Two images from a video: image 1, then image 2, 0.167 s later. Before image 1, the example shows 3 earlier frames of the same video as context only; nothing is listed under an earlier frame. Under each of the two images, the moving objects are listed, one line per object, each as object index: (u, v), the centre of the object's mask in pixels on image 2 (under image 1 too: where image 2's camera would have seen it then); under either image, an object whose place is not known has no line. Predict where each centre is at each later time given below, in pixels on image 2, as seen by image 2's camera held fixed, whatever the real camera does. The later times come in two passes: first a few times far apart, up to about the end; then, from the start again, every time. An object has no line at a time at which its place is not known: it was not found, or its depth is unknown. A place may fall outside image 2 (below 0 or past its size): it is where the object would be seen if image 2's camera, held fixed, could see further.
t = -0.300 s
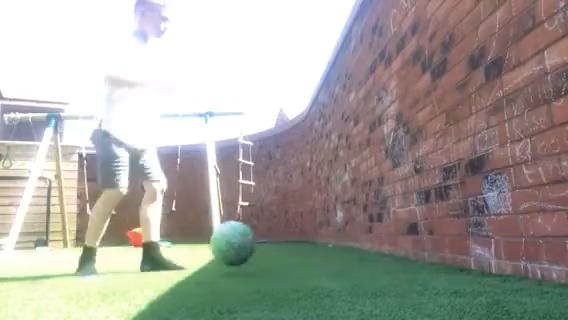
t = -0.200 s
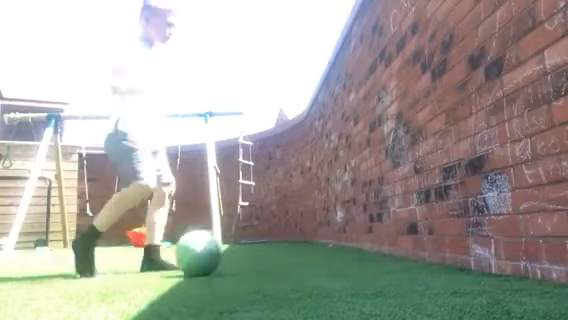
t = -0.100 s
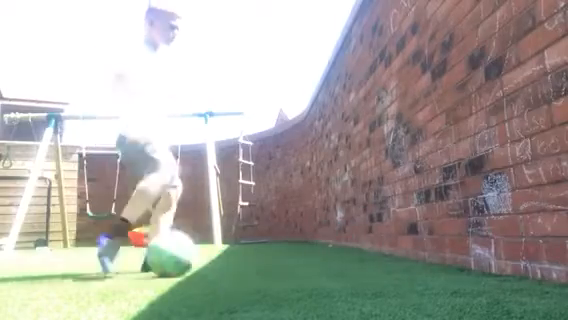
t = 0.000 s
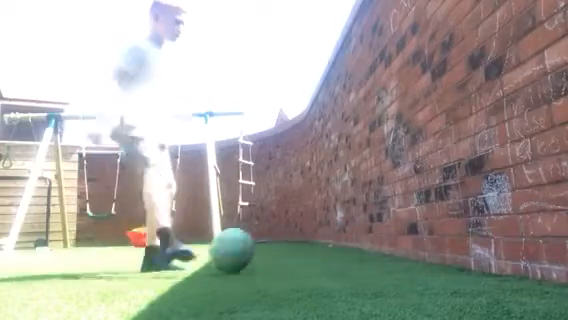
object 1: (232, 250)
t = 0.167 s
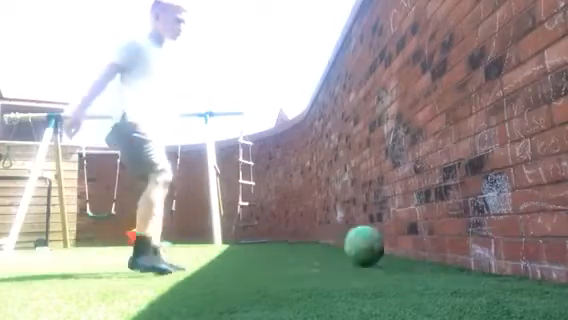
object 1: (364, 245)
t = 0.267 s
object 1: (399, 237)
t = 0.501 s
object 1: (300, 248)
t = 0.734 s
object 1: (250, 250)
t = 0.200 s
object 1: (386, 247)
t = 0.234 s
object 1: (404, 244)
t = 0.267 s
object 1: (399, 237)
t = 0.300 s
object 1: (384, 232)
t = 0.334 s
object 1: (370, 229)
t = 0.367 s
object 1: (356, 227)
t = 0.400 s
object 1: (342, 229)
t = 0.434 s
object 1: (328, 233)
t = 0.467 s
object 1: (314, 240)
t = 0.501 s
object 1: (300, 248)
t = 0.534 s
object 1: (291, 246)
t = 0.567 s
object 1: (283, 242)
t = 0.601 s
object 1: (277, 240)
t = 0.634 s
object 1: (269, 241)
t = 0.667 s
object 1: (262, 243)
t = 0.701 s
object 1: (255, 249)
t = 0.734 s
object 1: (250, 250)
